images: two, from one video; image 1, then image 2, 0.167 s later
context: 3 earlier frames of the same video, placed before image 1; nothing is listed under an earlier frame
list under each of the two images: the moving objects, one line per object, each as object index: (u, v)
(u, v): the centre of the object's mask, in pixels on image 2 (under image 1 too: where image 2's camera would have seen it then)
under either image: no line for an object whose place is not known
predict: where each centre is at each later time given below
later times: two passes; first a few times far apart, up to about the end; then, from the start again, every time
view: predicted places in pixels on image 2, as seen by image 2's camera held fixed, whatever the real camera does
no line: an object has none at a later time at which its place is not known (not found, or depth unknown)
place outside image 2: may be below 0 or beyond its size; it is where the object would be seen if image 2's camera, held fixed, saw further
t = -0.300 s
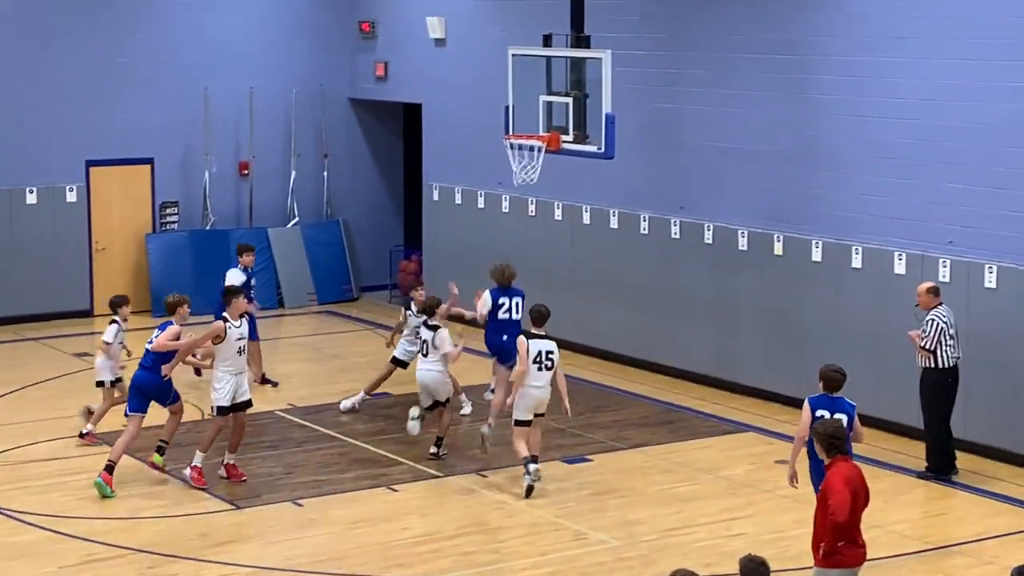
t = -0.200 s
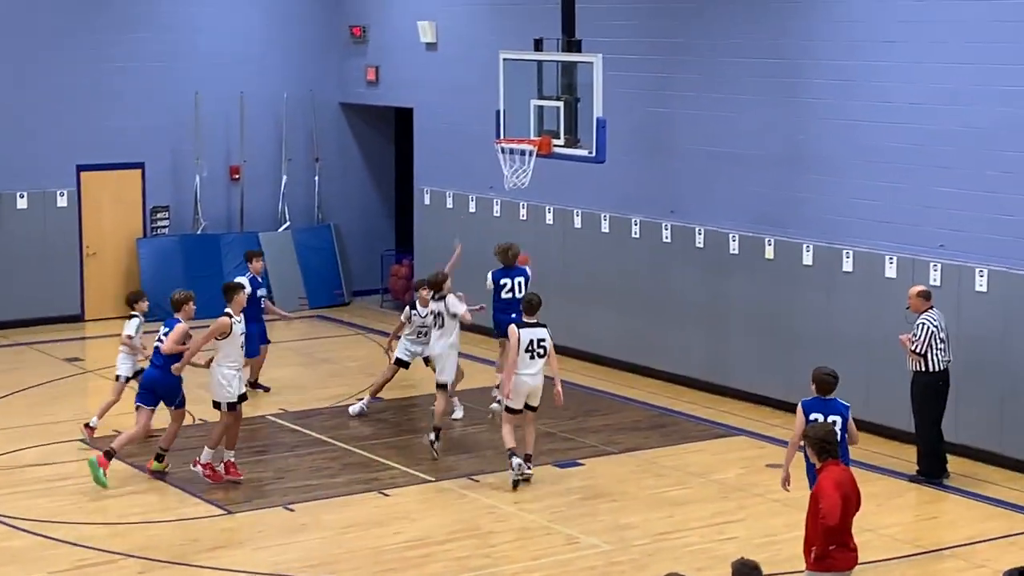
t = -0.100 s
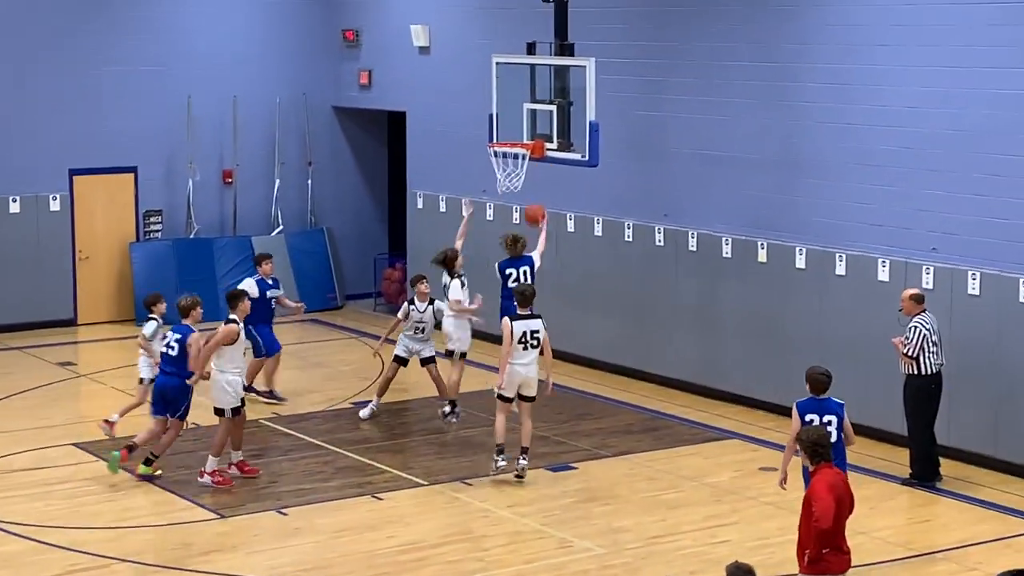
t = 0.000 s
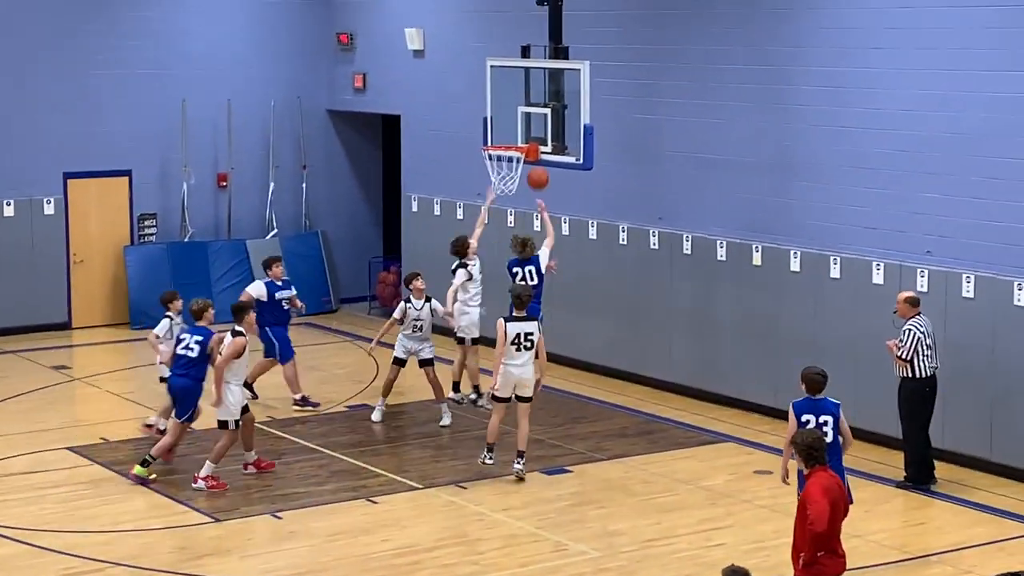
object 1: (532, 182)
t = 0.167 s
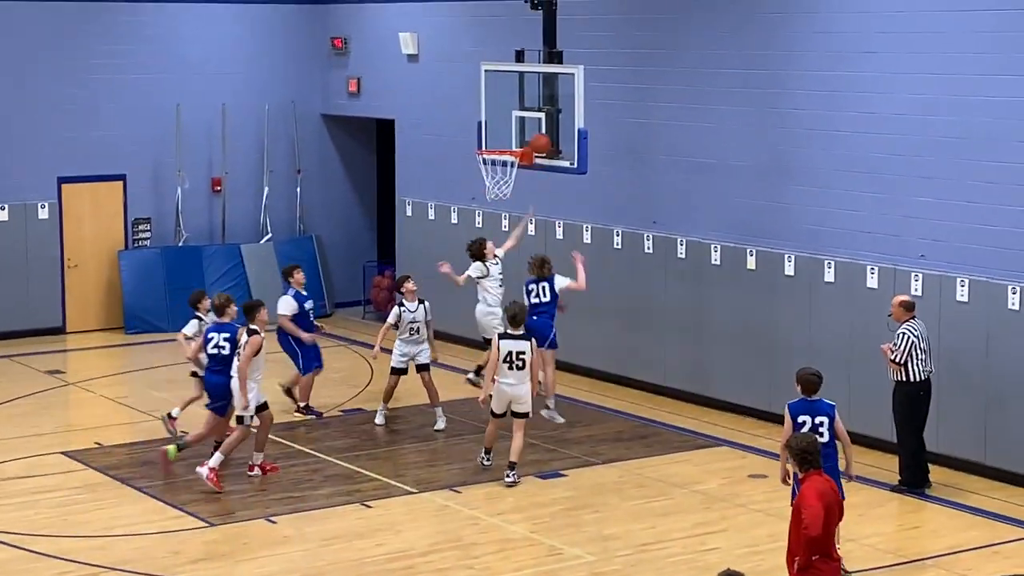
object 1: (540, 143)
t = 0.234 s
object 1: (529, 138)
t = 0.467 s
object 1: (489, 149)
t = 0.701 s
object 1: (518, 203)
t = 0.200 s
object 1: (535, 140)
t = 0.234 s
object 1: (529, 138)
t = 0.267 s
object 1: (522, 137)
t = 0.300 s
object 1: (516, 138)
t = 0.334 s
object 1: (509, 139)
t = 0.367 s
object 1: (503, 141)
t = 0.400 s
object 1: (497, 143)
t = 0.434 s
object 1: (491, 146)
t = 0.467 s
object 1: (489, 149)
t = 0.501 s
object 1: (492, 162)
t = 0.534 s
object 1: (499, 166)
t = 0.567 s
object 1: (504, 173)
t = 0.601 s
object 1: (507, 181)
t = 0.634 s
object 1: (512, 193)
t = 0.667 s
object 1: (515, 196)
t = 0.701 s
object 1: (518, 203)
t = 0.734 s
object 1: (522, 213)
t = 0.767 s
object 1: (524, 224)
